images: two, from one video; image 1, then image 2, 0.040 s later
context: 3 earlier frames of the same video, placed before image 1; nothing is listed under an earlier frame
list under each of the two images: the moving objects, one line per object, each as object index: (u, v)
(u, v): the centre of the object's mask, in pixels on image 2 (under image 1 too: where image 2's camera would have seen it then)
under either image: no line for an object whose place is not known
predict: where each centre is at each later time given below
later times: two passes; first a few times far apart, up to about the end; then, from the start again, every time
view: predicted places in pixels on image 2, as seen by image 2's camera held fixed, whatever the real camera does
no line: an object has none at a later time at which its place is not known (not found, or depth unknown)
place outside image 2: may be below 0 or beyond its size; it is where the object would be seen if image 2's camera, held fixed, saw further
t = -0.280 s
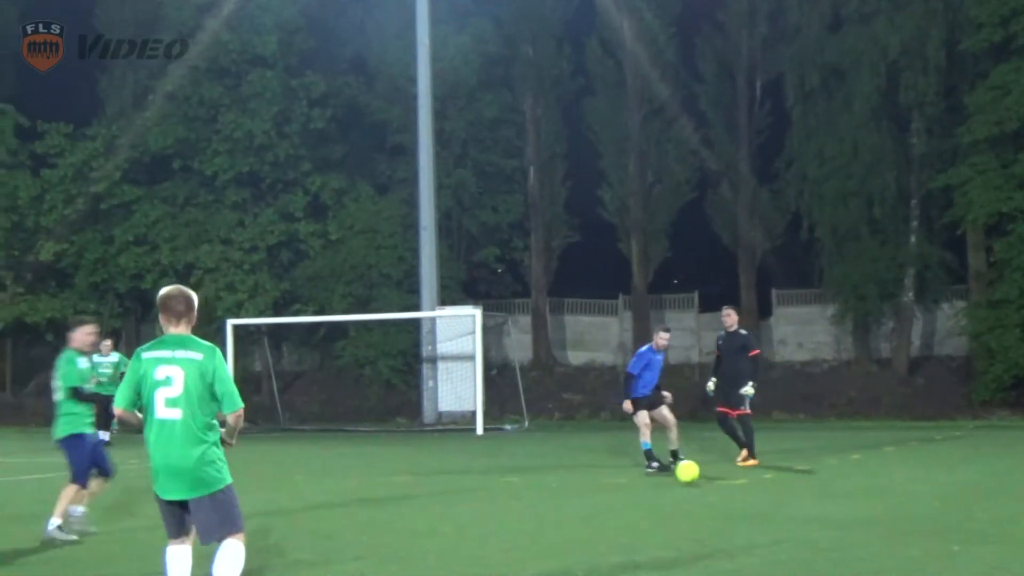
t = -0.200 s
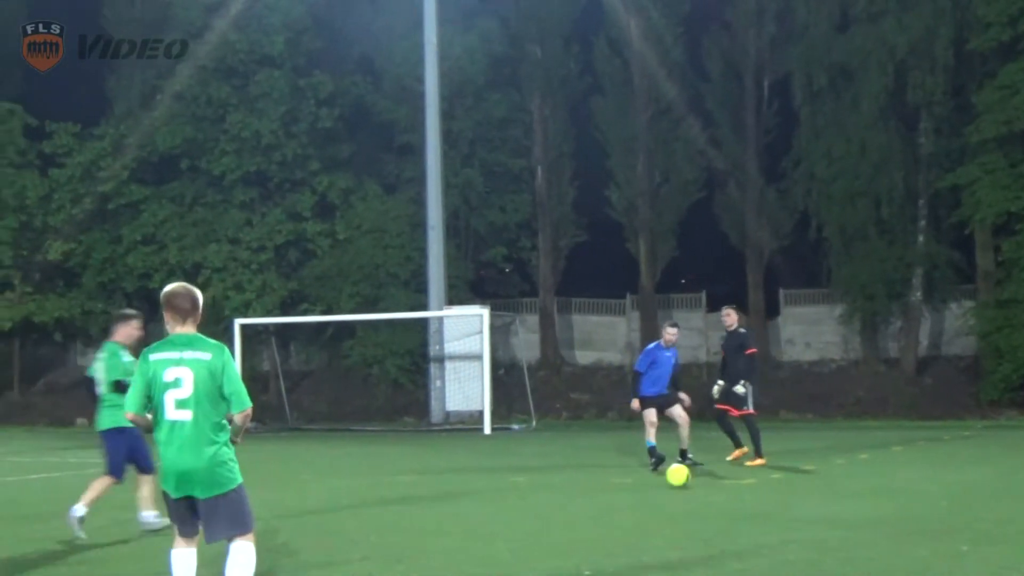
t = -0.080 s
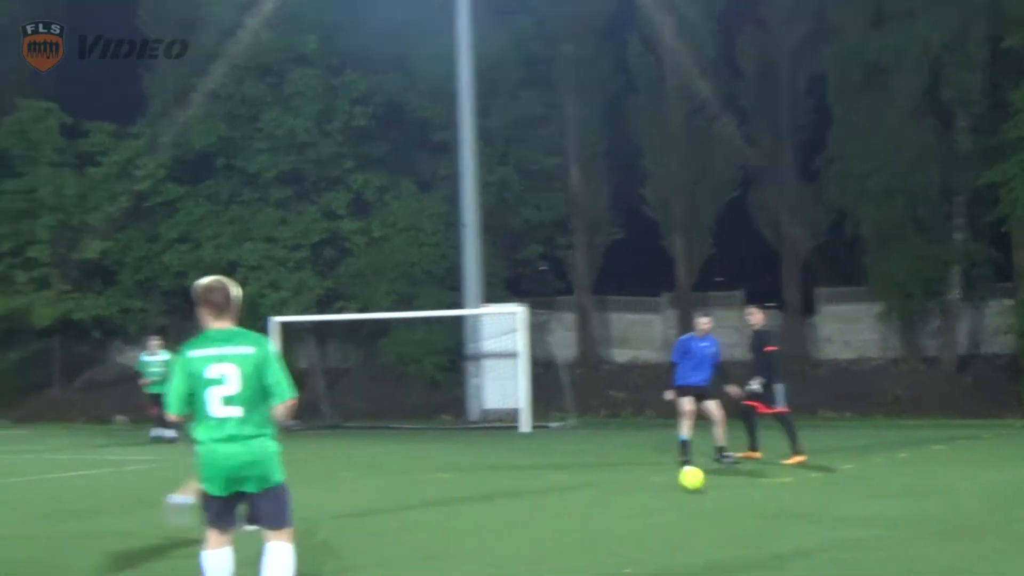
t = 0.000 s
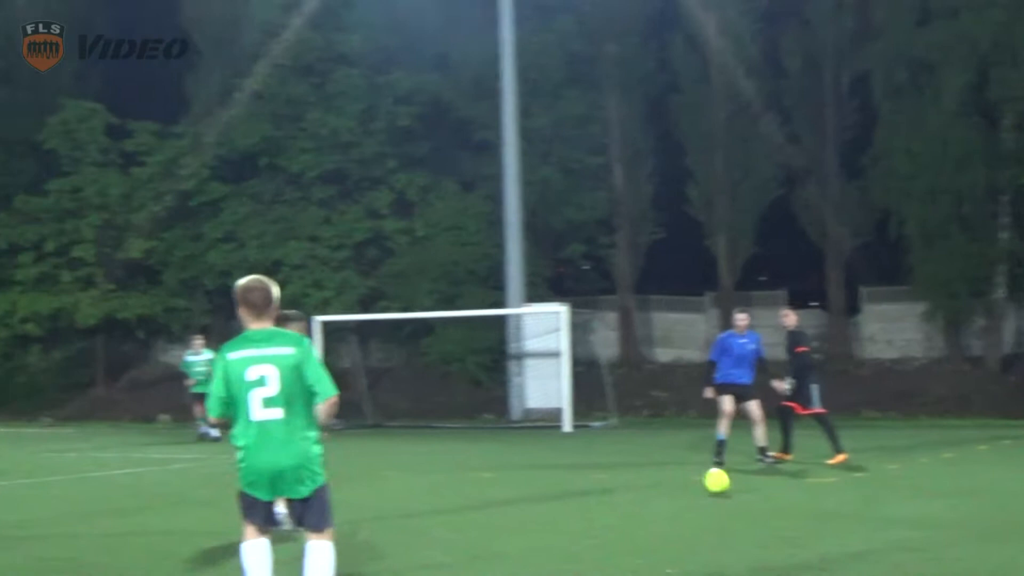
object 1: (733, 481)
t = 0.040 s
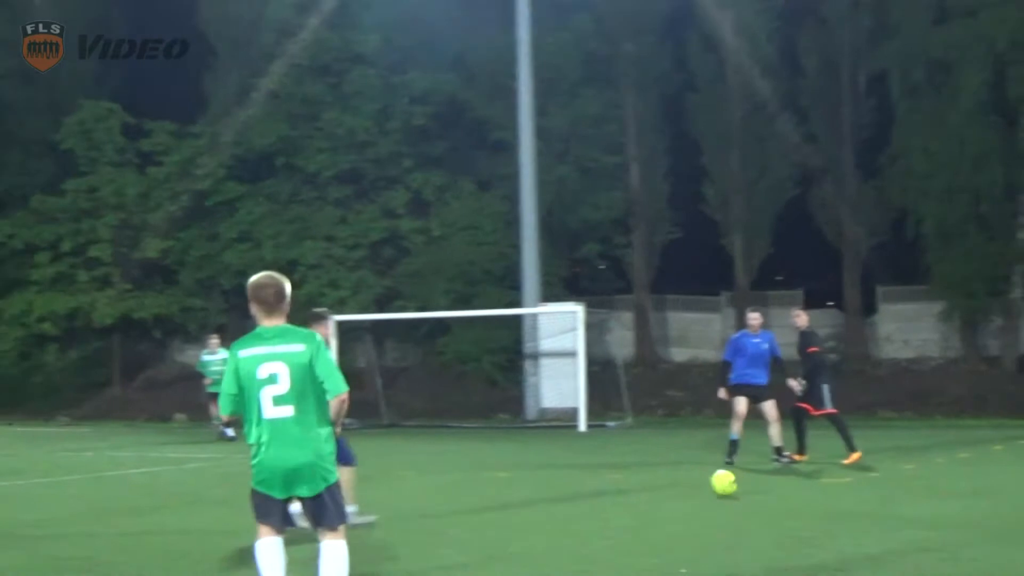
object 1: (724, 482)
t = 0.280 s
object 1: (666, 492)
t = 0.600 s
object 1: (587, 510)
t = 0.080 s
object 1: (713, 485)
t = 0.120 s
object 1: (704, 485)
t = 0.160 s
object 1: (694, 488)
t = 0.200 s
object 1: (685, 489)
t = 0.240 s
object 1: (677, 490)
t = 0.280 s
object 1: (666, 492)
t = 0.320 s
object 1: (656, 495)
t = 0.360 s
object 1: (647, 496)
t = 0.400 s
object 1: (637, 496)
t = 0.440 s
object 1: (627, 499)
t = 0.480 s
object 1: (617, 504)
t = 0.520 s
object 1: (607, 505)
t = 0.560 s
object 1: (596, 507)
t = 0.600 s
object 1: (587, 510)
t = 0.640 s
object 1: (576, 510)
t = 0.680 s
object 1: (565, 510)
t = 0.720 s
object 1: (554, 514)
